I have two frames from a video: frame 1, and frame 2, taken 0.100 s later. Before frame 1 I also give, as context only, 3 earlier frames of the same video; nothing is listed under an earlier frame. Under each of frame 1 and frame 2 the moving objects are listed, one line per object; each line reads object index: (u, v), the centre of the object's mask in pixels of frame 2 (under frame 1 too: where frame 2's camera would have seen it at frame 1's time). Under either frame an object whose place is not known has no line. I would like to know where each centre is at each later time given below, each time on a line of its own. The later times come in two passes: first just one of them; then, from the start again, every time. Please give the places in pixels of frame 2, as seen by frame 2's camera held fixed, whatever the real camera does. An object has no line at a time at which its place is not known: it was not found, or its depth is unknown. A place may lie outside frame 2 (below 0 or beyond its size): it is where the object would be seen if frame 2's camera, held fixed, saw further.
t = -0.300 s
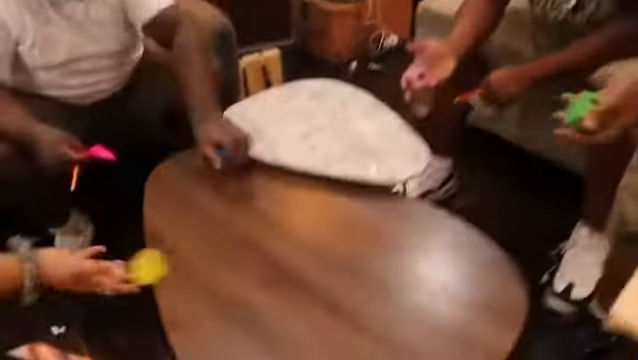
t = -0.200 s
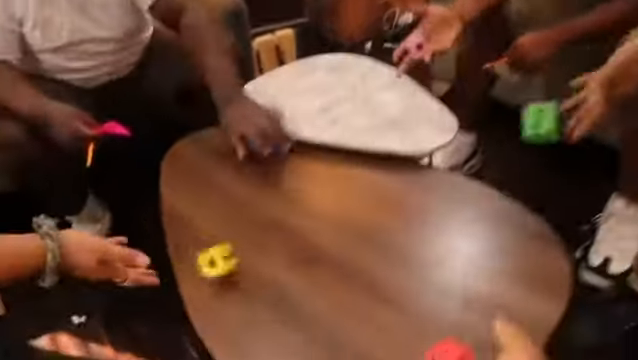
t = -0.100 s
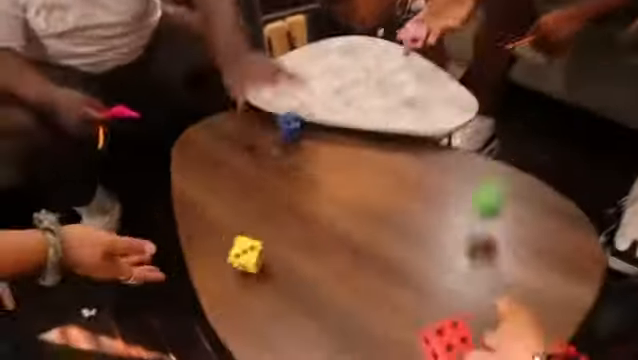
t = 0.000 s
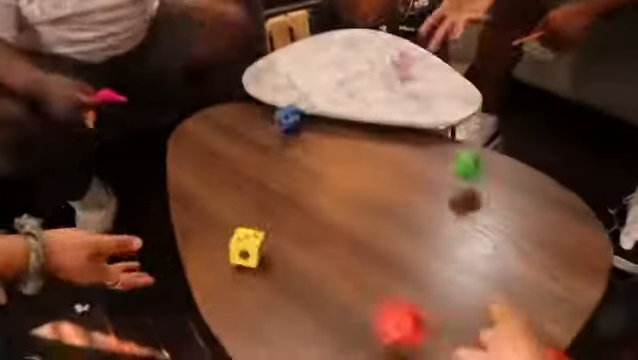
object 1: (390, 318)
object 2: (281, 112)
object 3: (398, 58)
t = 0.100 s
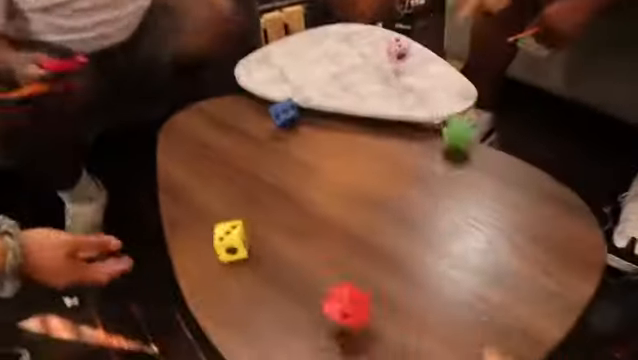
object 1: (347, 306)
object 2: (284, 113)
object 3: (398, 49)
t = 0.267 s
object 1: (308, 306)
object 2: (288, 116)
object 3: (406, 55)
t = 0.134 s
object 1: (344, 304)
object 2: (285, 113)
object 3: (398, 57)
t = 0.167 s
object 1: (338, 303)
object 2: (285, 115)
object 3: (400, 56)
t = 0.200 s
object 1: (329, 307)
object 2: (287, 116)
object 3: (402, 55)
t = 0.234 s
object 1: (321, 306)
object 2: (288, 116)
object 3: (402, 55)
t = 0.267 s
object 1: (308, 306)
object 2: (288, 116)
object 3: (406, 55)
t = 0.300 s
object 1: (301, 304)
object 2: (288, 116)
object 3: (408, 54)
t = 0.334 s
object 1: (299, 303)
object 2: (288, 116)
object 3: (408, 53)
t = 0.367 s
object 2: (287, 117)
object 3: (407, 51)
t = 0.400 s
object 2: (287, 116)
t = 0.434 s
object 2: (287, 116)
